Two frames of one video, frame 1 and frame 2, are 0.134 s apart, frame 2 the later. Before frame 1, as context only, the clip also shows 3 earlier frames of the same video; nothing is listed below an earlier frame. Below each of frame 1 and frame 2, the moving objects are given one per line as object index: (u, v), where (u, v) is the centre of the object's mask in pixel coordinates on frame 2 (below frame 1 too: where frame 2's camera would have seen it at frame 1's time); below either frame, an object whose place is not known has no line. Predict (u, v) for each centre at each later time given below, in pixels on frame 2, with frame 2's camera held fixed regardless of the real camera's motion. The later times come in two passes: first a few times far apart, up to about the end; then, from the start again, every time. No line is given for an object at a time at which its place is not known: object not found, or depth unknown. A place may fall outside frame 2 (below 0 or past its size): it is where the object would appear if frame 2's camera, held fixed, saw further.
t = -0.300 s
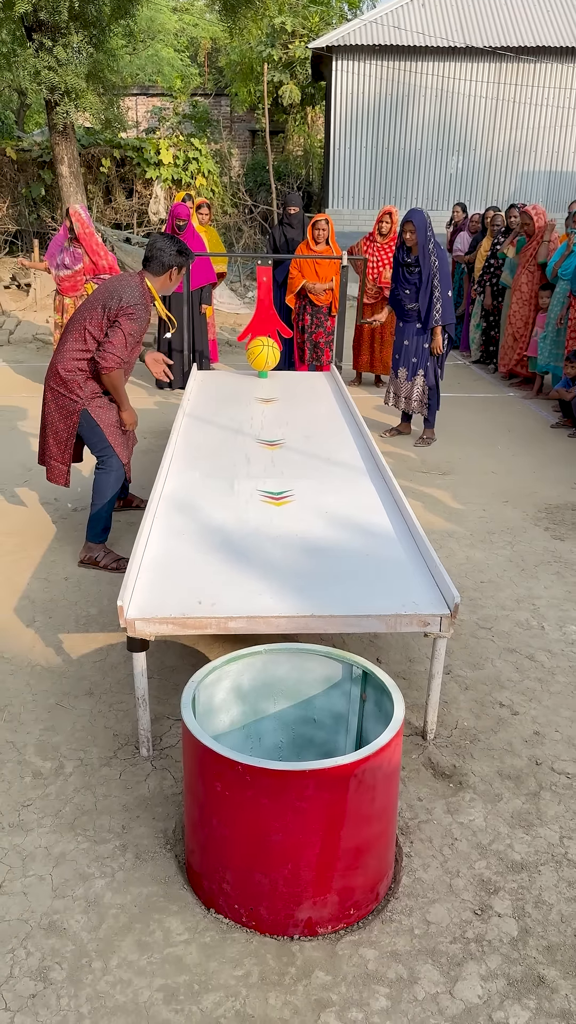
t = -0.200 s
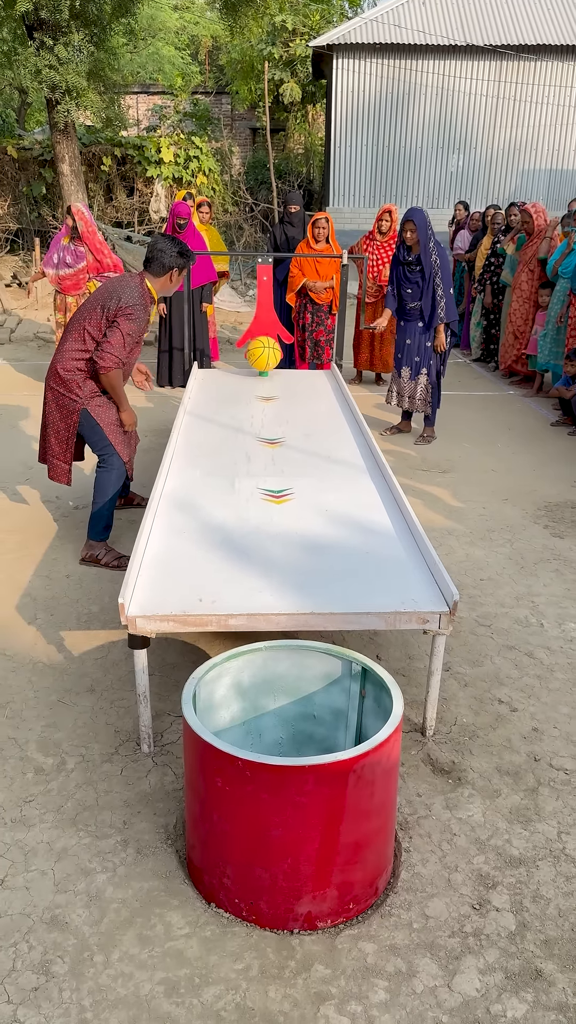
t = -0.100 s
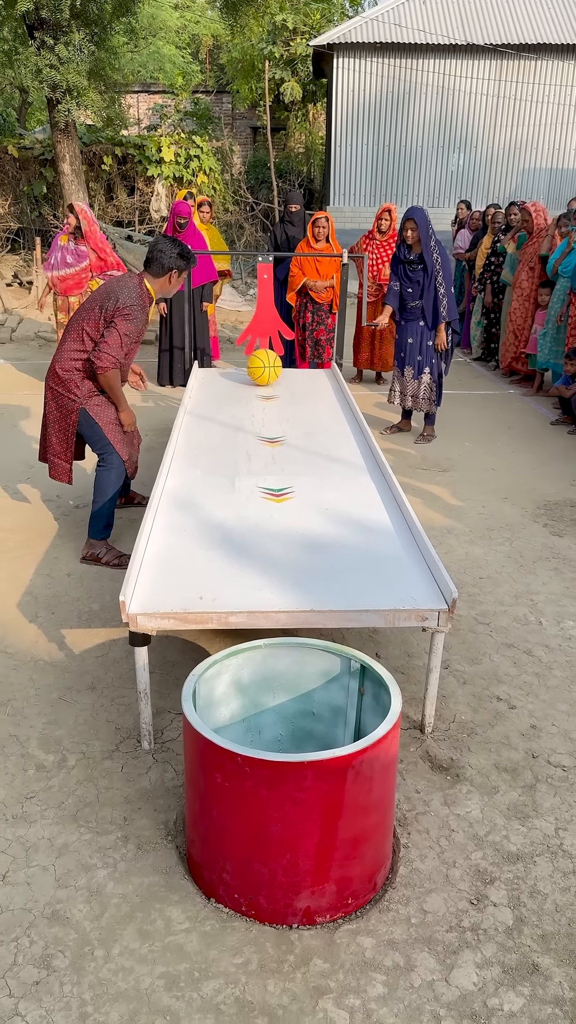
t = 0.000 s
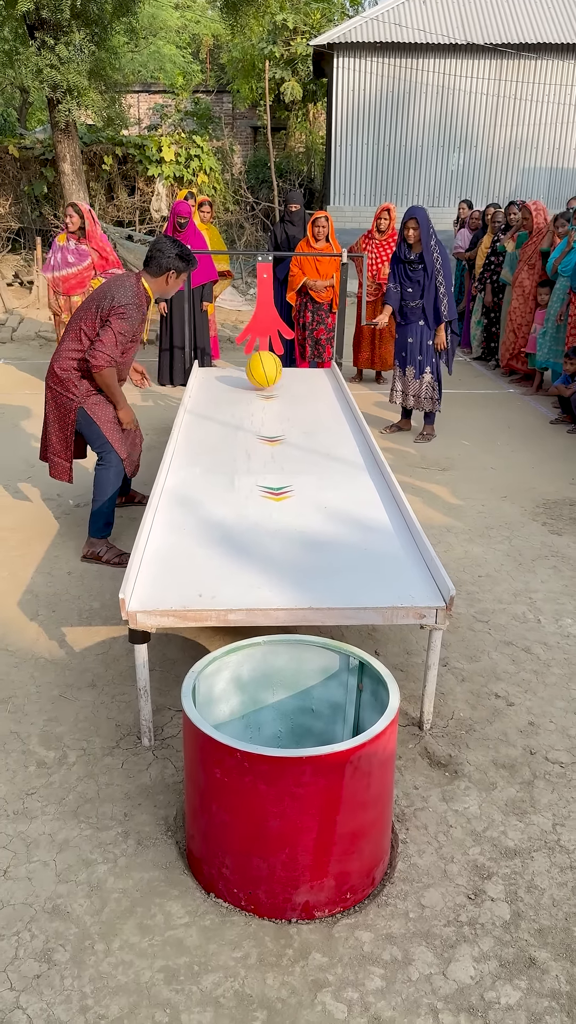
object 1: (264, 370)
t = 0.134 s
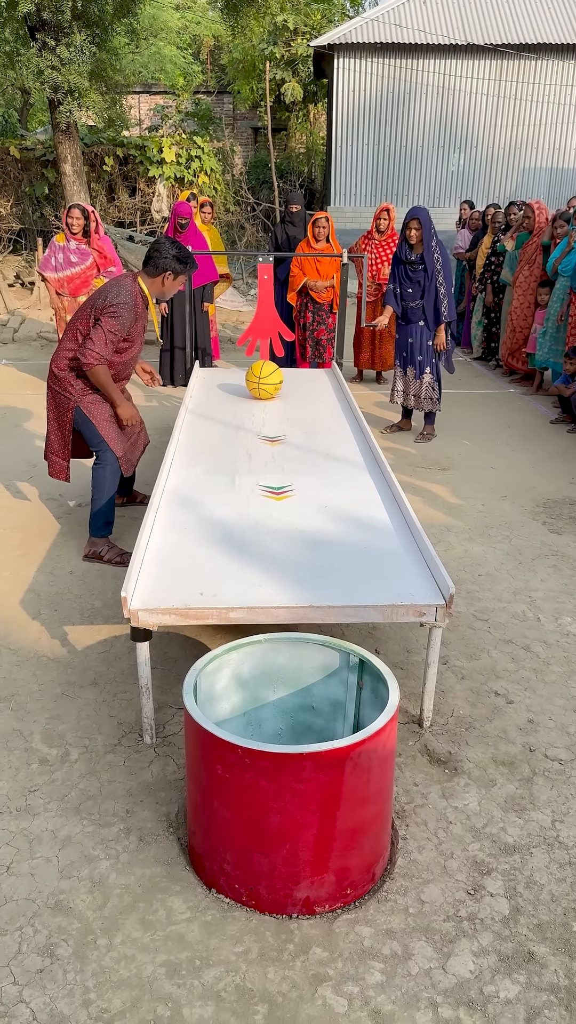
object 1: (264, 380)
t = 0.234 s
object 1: (264, 386)
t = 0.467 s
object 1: (264, 402)
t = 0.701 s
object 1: (264, 418)
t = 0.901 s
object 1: (265, 434)
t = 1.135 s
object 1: (266, 453)
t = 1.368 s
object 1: (267, 479)
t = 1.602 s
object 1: (269, 509)
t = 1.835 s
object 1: (269, 543)
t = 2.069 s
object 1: (270, 596)
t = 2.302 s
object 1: (269, 667)
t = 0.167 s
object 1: (264, 382)
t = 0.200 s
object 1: (264, 385)
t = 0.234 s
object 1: (264, 386)
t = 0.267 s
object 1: (264, 388)
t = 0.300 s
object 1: (264, 390)
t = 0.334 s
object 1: (264, 392)
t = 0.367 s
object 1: (264, 394)
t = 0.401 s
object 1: (264, 397)
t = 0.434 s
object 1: (263, 399)
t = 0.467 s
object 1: (264, 402)
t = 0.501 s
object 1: (264, 404)
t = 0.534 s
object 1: (264, 406)
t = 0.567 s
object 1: (264, 409)
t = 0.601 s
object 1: (264, 411)
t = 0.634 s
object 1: (264, 413)
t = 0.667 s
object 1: (264, 415)
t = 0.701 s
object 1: (264, 418)
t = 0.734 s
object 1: (265, 421)
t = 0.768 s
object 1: (265, 423)
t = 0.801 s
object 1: (264, 426)
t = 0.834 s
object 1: (264, 428)
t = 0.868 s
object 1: (264, 431)
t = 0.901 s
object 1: (265, 434)
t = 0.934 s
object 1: (265, 437)
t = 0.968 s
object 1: (265, 439)
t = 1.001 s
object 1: (265, 442)
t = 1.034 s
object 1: (265, 444)
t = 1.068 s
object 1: (265, 447)
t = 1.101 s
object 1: (265, 450)
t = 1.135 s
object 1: (266, 453)
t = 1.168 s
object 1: (266, 456)
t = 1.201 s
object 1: (266, 460)
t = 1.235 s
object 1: (266, 463)
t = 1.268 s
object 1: (266, 467)
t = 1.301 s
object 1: (267, 471)
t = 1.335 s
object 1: (267, 474)
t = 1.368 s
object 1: (267, 479)
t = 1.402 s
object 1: (267, 483)
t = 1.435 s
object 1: (267, 487)
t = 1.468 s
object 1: (268, 491)
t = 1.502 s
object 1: (268, 496)
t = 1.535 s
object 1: (268, 500)
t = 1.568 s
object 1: (268, 504)
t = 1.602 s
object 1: (269, 509)
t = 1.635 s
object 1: (269, 513)
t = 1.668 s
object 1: (269, 518)
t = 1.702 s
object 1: (269, 522)
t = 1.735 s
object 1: (269, 527)
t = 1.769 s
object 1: (269, 532)
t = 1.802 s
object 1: (269, 537)
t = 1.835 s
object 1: (269, 543)
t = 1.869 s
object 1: (270, 549)
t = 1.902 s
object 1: (270, 555)
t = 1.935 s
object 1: (270, 560)
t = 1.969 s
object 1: (270, 567)
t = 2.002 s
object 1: (270, 574)
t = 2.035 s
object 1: (270, 583)
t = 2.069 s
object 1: (270, 596)
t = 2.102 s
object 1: (270, 599)
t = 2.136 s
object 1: (270, 601)
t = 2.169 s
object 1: (270, 606)
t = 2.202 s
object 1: (270, 615)
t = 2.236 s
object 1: (270, 628)
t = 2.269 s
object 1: (270, 645)
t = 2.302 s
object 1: (269, 667)
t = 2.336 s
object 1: (269, 693)
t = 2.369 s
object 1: (271, 712)
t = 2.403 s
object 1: (273, 729)
